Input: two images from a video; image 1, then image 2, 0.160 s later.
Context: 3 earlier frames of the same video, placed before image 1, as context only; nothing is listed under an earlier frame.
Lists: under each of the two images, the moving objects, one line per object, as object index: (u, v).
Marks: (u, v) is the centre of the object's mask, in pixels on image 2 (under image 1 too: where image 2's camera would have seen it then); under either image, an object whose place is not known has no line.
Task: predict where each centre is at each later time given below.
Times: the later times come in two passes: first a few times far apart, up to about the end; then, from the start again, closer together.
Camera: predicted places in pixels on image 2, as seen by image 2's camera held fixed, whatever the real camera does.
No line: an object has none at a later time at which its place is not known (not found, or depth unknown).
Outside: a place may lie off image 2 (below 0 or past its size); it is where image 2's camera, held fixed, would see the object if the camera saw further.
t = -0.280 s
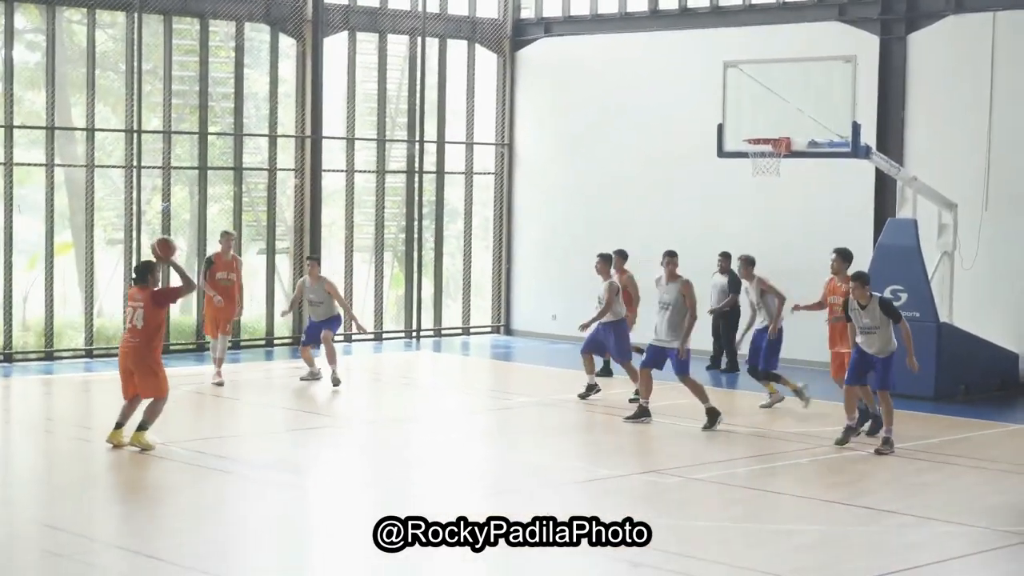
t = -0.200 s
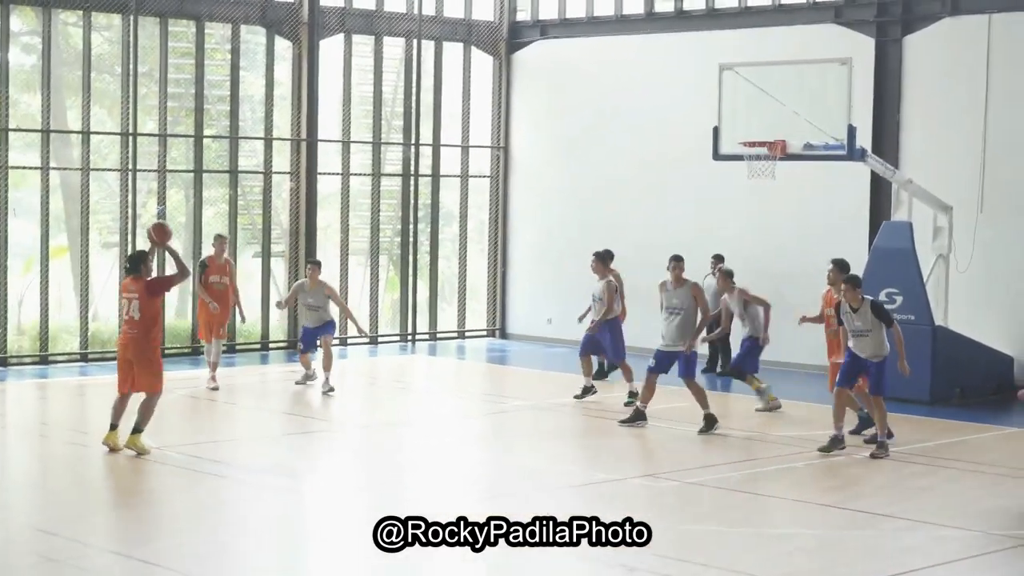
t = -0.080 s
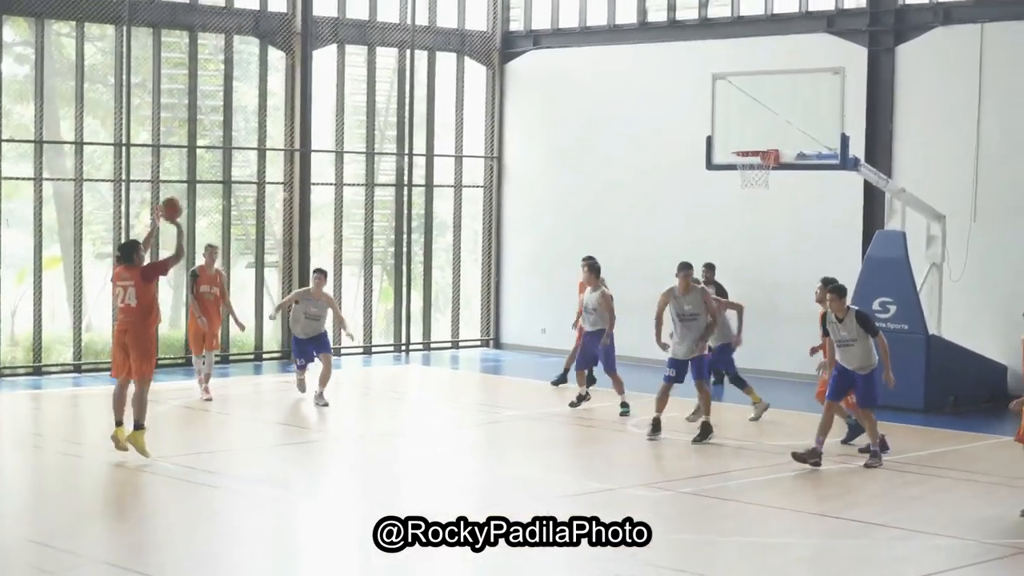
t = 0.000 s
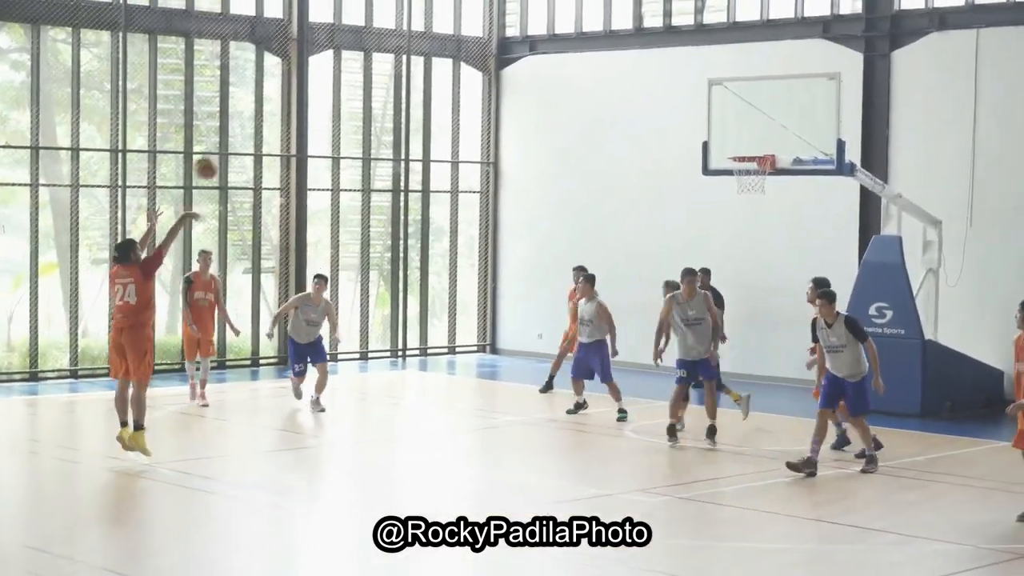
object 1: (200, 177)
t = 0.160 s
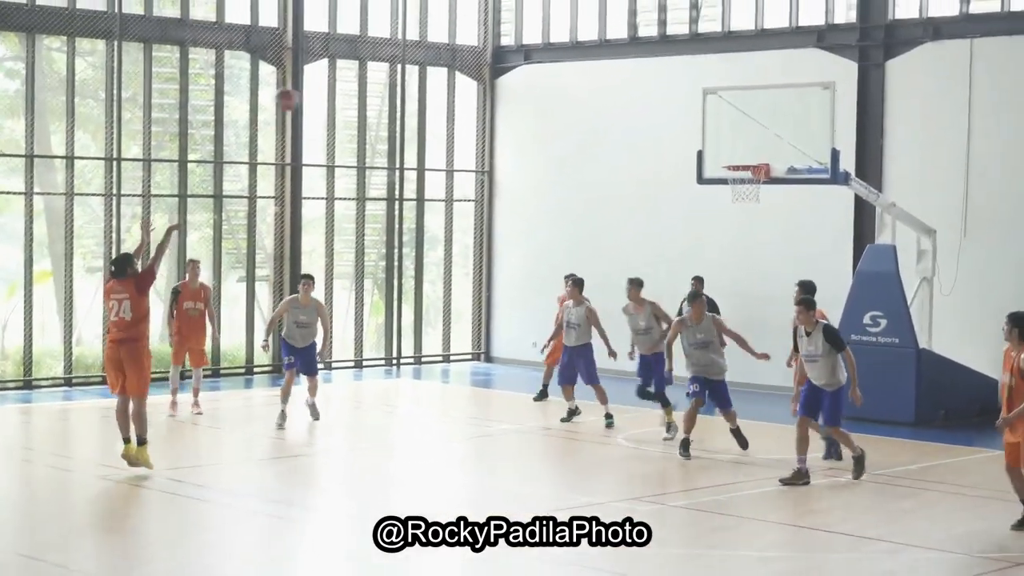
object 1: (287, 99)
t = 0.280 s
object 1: (347, 58)
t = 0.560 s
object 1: (482, 22)
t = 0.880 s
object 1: (623, 71)
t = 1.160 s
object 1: (706, 162)
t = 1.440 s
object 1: (620, 173)
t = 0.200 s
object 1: (305, 84)
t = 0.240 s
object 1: (327, 70)
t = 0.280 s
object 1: (347, 58)
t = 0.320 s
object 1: (366, 48)
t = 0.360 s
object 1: (388, 39)
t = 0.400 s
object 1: (407, 33)
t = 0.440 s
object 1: (425, 28)
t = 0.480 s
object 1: (444, 25)
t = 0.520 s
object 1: (463, 23)
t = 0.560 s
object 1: (482, 22)
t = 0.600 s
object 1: (500, 23)
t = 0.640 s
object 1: (518, 25)
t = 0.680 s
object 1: (537, 29)
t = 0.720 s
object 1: (554, 34)
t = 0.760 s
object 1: (572, 42)
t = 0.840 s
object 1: (606, 59)
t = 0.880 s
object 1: (623, 71)
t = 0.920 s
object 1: (639, 84)
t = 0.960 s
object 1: (655, 98)
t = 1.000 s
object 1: (671, 113)
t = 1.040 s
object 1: (688, 129)
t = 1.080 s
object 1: (704, 146)
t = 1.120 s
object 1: (717, 164)
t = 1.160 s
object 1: (706, 162)
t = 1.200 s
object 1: (694, 160)
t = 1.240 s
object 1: (681, 159)
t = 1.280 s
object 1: (669, 159)
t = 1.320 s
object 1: (656, 161)
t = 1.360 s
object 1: (644, 164)
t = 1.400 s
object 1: (632, 168)
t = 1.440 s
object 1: (620, 173)
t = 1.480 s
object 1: (608, 181)
